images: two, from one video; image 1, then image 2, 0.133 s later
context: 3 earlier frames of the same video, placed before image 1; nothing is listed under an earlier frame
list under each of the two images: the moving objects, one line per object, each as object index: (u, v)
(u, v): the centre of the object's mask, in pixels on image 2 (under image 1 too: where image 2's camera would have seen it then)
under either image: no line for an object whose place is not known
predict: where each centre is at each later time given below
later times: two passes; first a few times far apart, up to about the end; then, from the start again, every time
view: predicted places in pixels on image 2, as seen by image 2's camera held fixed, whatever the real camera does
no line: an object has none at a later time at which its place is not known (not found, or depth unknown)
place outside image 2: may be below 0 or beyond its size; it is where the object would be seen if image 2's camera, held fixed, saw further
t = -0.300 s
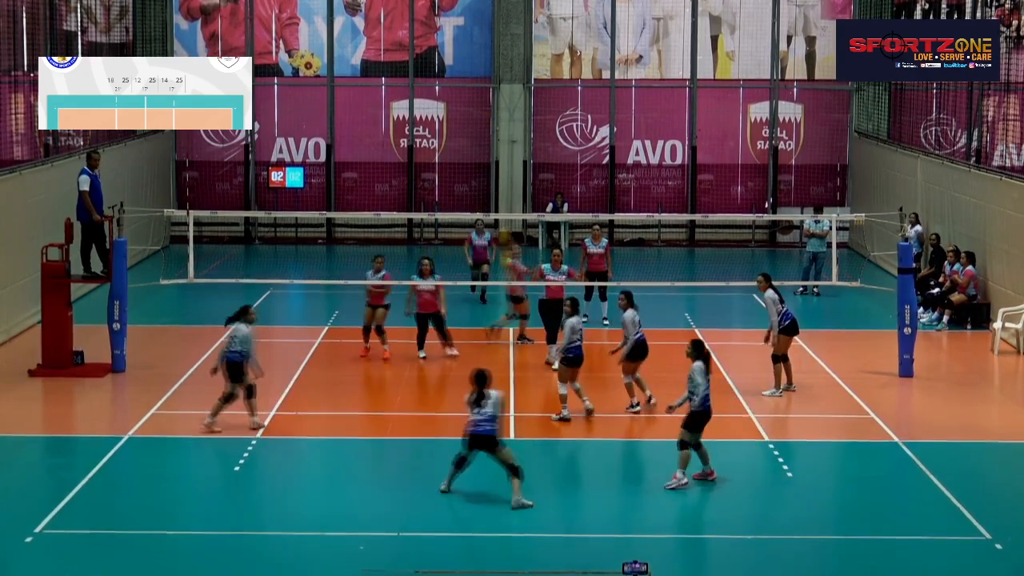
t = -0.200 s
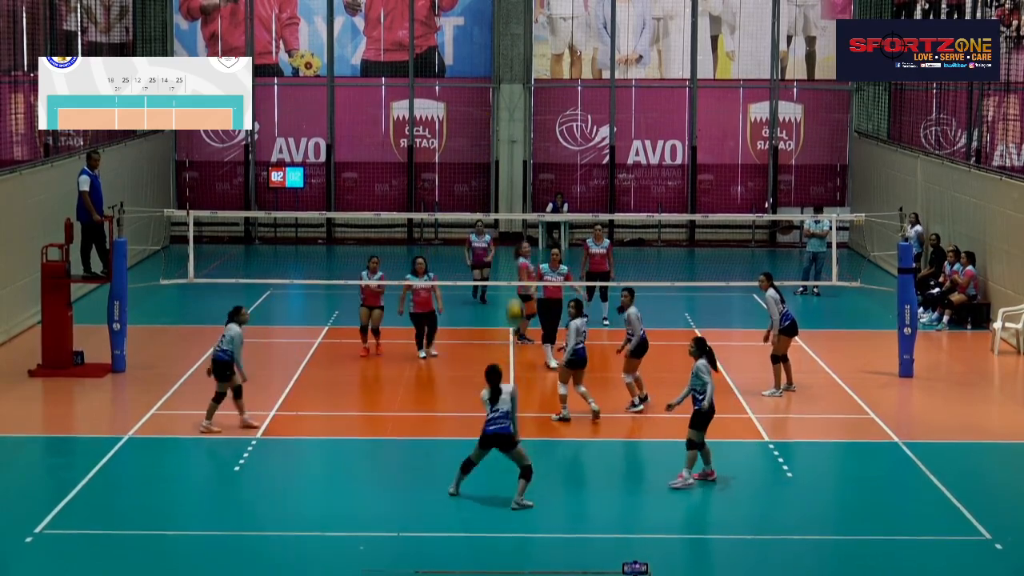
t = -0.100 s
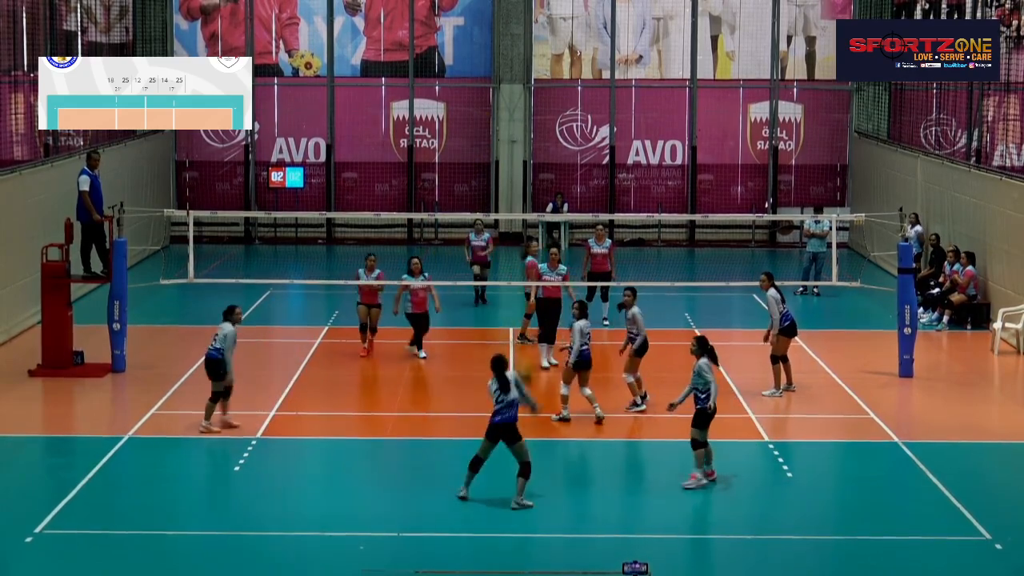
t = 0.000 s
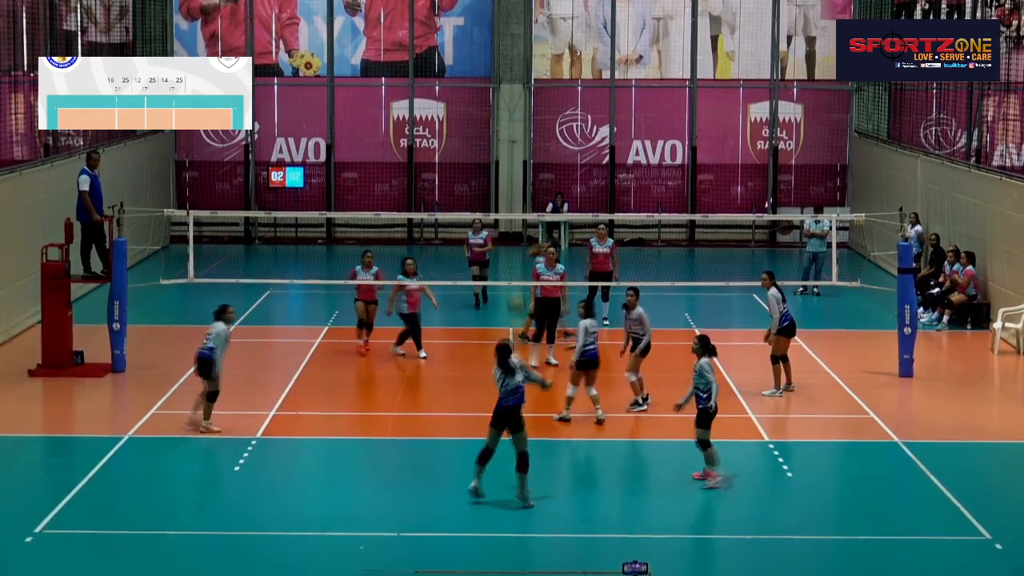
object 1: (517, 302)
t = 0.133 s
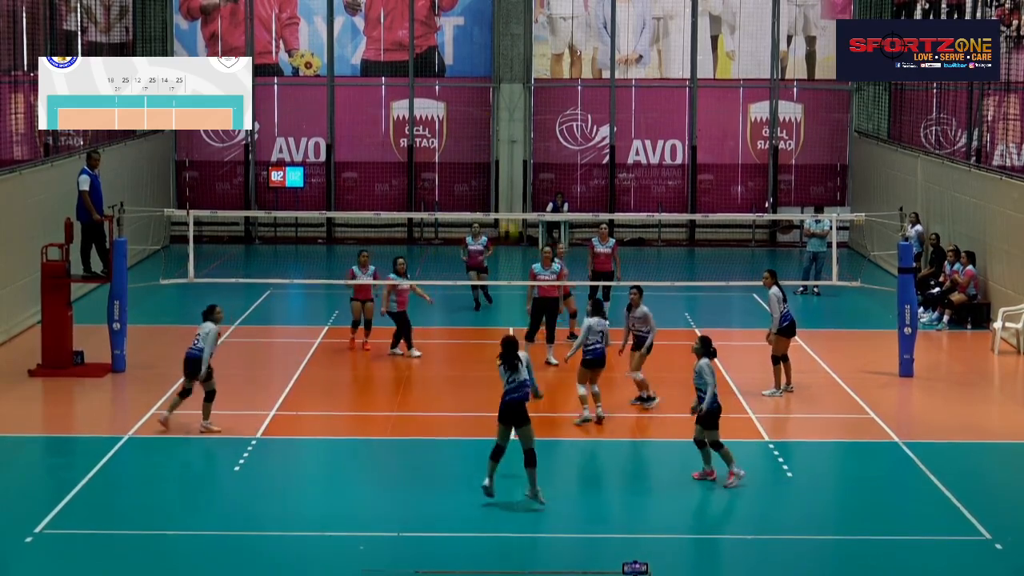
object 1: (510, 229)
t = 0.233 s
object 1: (504, 191)
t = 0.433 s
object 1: (490, 125)
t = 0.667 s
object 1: (475, 103)
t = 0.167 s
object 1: (508, 209)
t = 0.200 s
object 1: (506, 198)
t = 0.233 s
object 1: (504, 191)
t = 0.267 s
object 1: (503, 174)
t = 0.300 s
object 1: (499, 159)
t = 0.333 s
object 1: (498, 150)
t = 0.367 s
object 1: (495, 139)
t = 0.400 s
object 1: (493, 135)
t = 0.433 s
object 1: (490, 125)
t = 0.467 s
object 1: (486, 118)
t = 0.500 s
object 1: (484, 114)
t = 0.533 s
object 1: (482, 109)
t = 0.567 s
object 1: (481, 107)
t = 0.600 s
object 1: (479, 105)
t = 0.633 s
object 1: (476, 103)
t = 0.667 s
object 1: (475, 103)
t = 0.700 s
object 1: (473, 104)
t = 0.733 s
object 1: (470, 105)
